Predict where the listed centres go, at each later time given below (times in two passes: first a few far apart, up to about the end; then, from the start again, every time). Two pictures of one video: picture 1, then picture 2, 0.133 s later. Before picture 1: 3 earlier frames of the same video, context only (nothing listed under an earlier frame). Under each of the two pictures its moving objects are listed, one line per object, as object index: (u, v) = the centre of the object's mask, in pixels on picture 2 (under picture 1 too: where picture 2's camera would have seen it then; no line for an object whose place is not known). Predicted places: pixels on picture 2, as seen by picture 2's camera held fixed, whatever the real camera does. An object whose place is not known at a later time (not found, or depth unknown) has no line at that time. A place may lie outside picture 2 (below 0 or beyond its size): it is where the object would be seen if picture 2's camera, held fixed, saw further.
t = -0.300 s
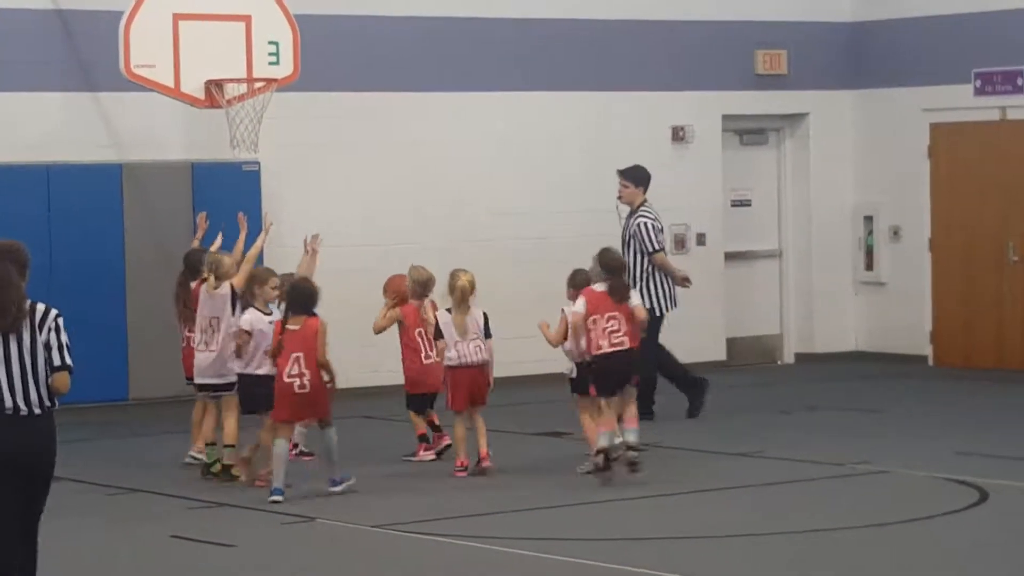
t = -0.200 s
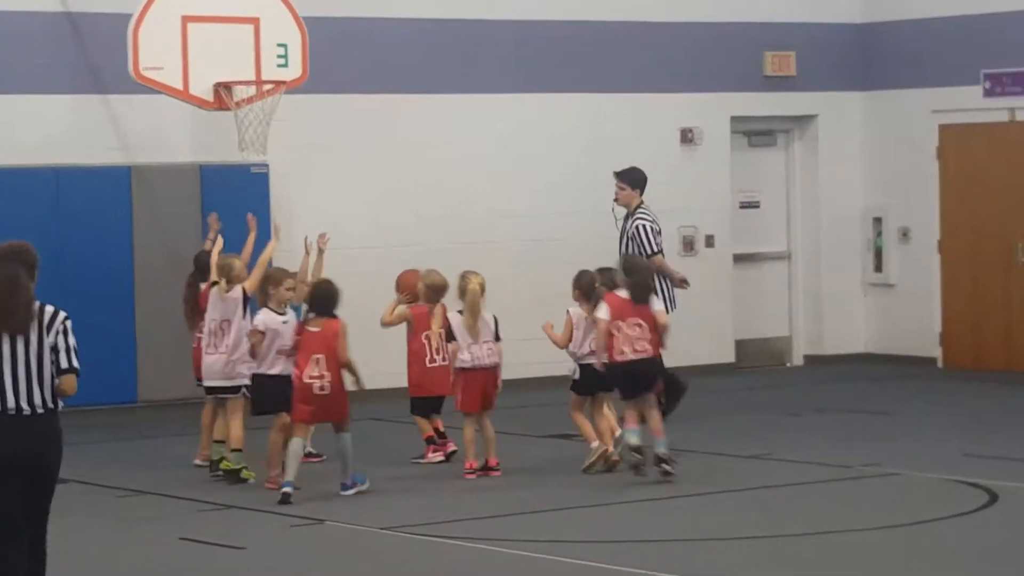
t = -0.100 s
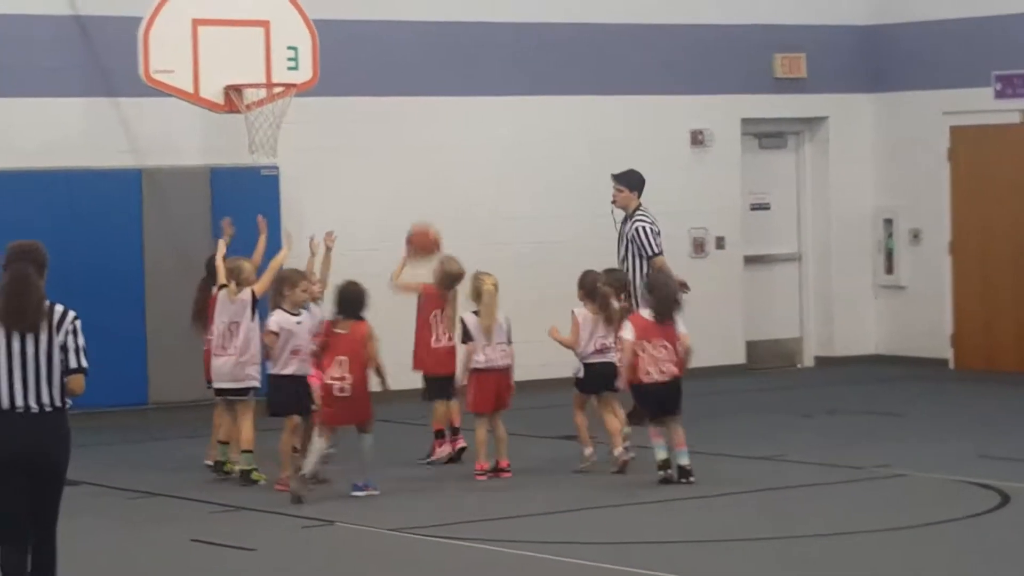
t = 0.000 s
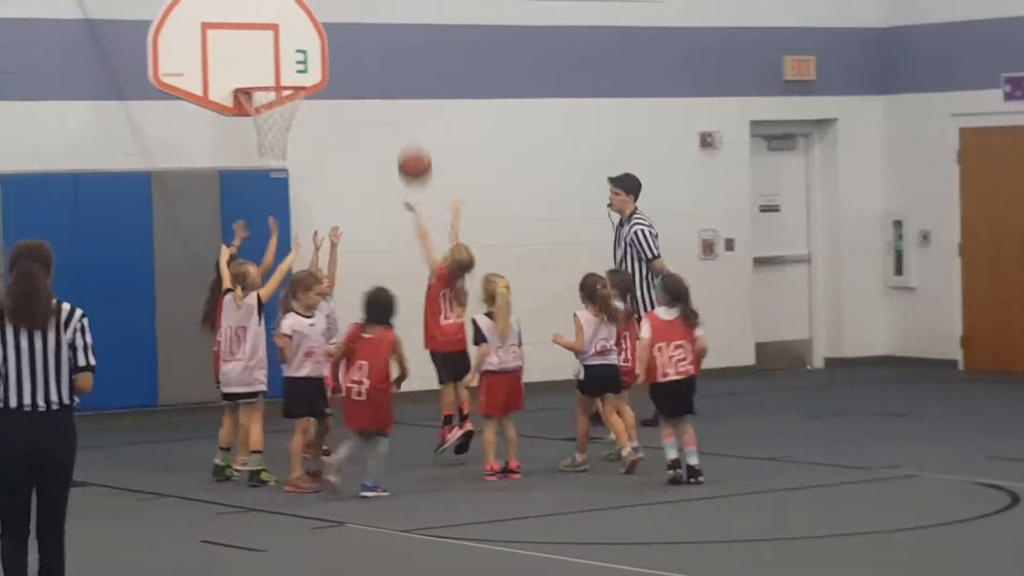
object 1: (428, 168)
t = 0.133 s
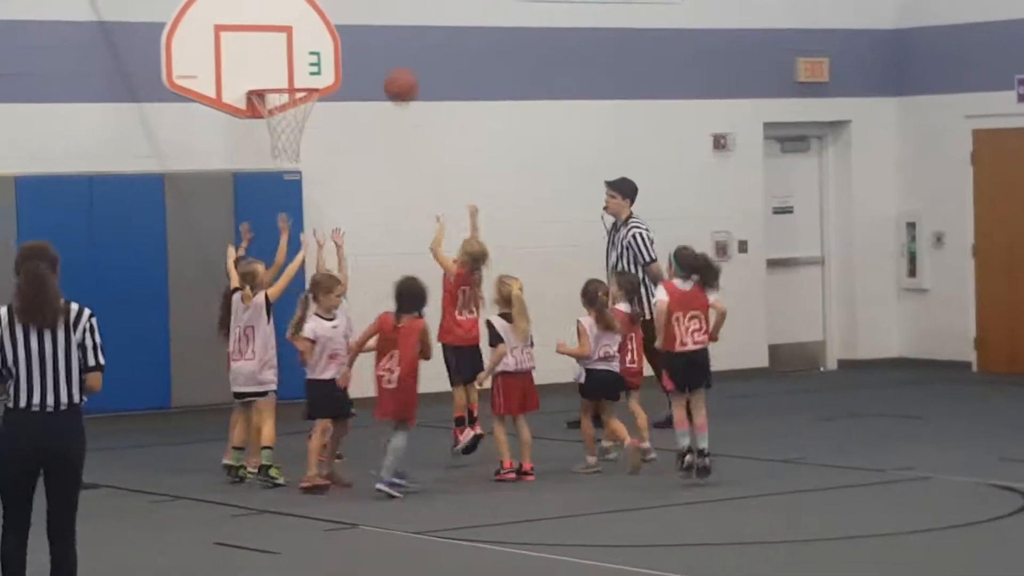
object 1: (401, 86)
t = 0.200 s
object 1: (388, 55)
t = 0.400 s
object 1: (350, 8)
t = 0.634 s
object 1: (312, 18)
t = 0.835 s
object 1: (283, 91)
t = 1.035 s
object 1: (277, 124)
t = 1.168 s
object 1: (285, 139)
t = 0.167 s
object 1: (395, 69)
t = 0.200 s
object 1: (388, 55)
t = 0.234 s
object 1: (382, 43)
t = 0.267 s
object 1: (375, 30)
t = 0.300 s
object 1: (369, 22)
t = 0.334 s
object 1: (363, 14)
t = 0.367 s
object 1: (357, 11)
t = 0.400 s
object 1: (350, 8)
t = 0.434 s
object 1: (345, 7)
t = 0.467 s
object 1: (340, 7)
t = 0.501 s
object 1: (334, 7)
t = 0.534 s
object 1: (328, 7)
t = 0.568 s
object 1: (322, 8)
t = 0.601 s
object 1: (317, 12)
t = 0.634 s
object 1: (312, 18)
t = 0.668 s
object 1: (306, 26)
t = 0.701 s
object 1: (302, 37)
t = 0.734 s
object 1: (296, 49)
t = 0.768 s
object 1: (291, 63)
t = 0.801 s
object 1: (287, 76)
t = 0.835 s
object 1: (283, 91)
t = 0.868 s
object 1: (280, 100)
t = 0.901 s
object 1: (279, 107)
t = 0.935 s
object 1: (275, 118)
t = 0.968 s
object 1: (275, 125)
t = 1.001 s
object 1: (275, 125)
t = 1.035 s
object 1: (277, 124)
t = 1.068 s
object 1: (278, 126)
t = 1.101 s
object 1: (281, 129)
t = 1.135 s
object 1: (284, 134)
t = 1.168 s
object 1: (285, 139)
